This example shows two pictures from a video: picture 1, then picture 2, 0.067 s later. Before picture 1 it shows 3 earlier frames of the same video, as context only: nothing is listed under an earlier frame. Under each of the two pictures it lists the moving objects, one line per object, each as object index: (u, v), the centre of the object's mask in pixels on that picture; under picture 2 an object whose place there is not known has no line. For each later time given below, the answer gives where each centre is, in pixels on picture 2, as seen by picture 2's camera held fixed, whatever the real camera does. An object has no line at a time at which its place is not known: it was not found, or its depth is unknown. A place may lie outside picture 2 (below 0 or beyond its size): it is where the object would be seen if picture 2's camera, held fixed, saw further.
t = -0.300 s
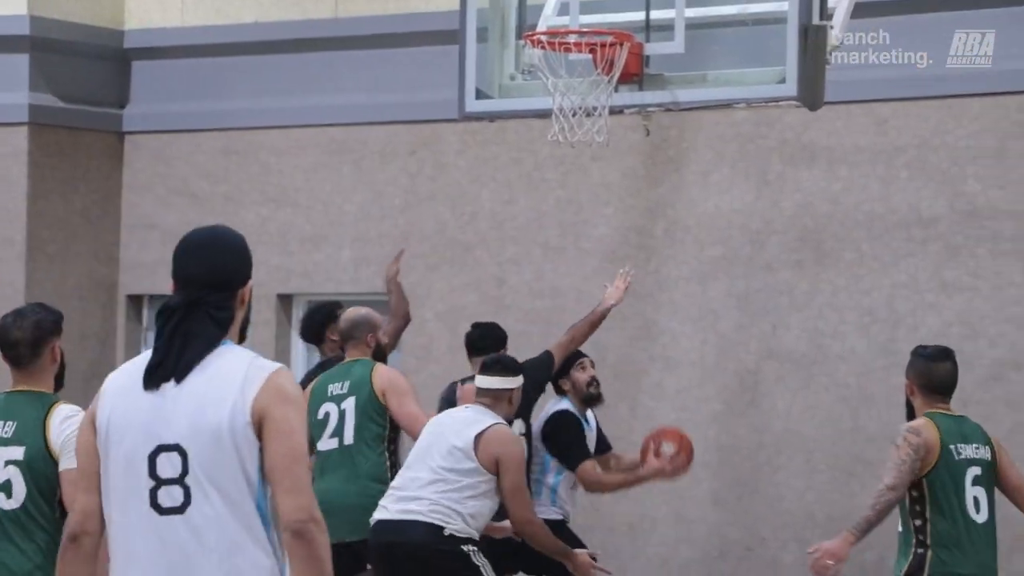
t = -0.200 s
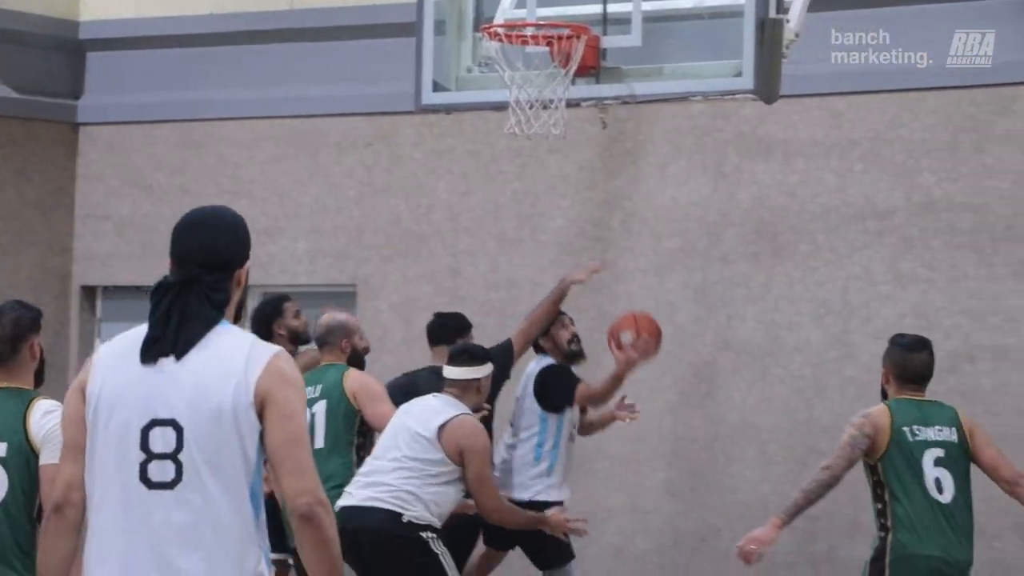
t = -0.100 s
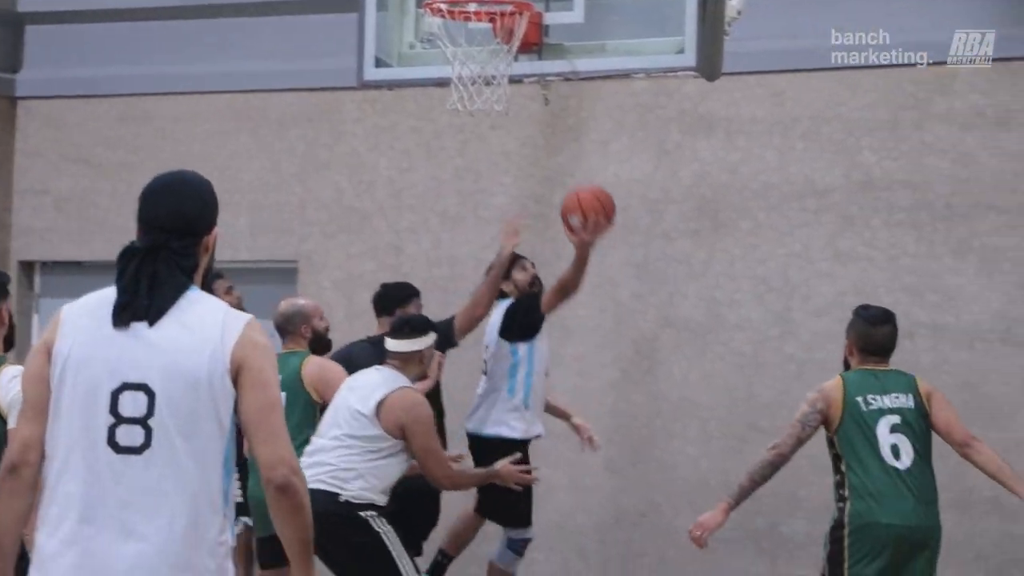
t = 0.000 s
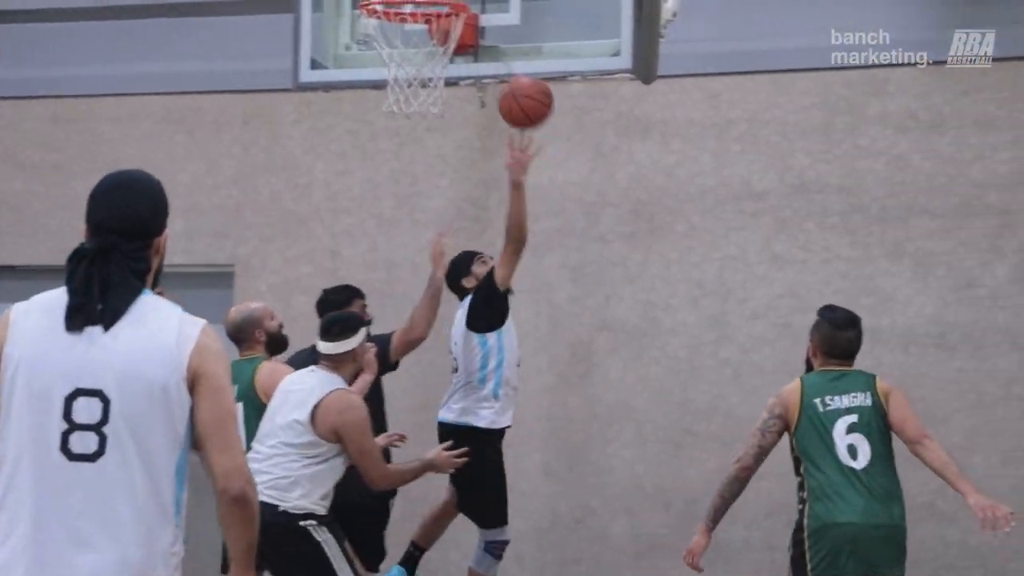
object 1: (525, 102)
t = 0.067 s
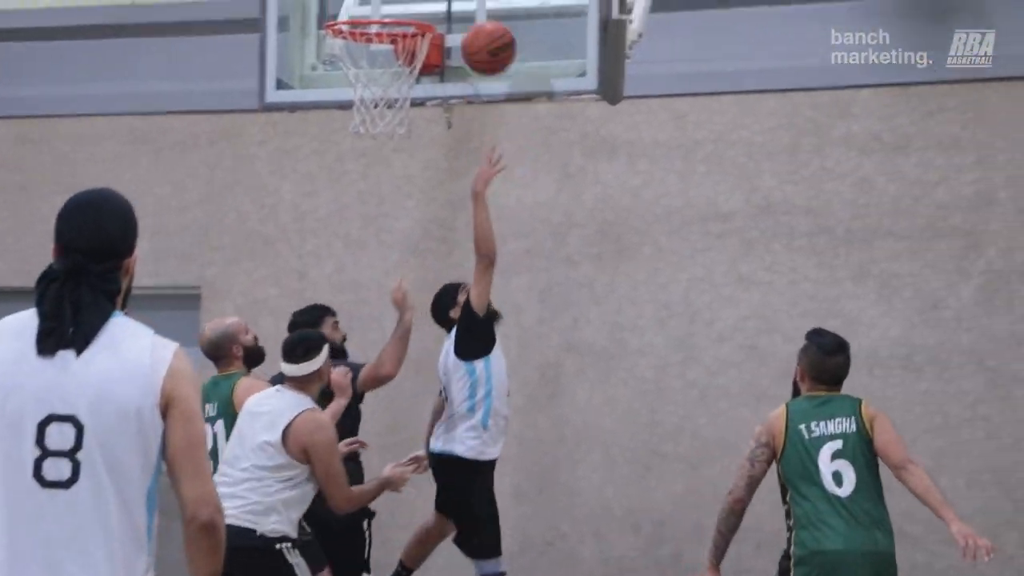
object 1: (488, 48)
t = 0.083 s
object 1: (488, 31)
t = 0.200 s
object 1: (479, -72)
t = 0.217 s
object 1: (477, -85)
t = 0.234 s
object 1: (473, -94)
